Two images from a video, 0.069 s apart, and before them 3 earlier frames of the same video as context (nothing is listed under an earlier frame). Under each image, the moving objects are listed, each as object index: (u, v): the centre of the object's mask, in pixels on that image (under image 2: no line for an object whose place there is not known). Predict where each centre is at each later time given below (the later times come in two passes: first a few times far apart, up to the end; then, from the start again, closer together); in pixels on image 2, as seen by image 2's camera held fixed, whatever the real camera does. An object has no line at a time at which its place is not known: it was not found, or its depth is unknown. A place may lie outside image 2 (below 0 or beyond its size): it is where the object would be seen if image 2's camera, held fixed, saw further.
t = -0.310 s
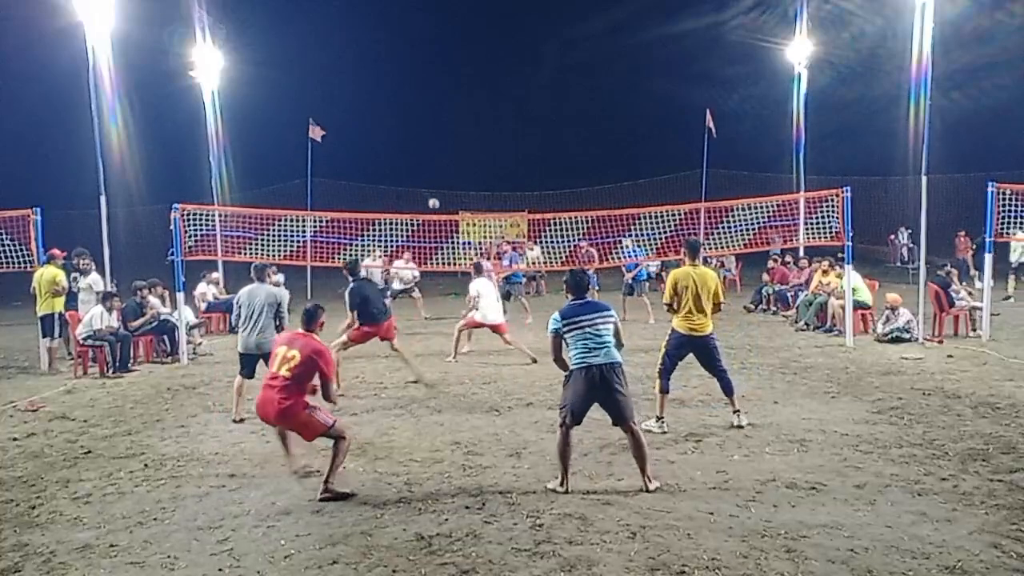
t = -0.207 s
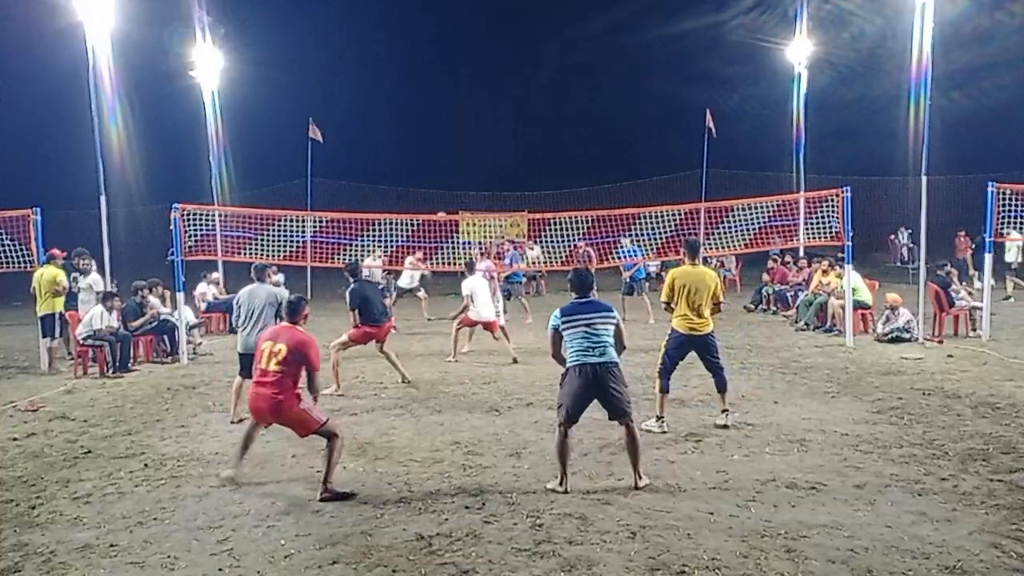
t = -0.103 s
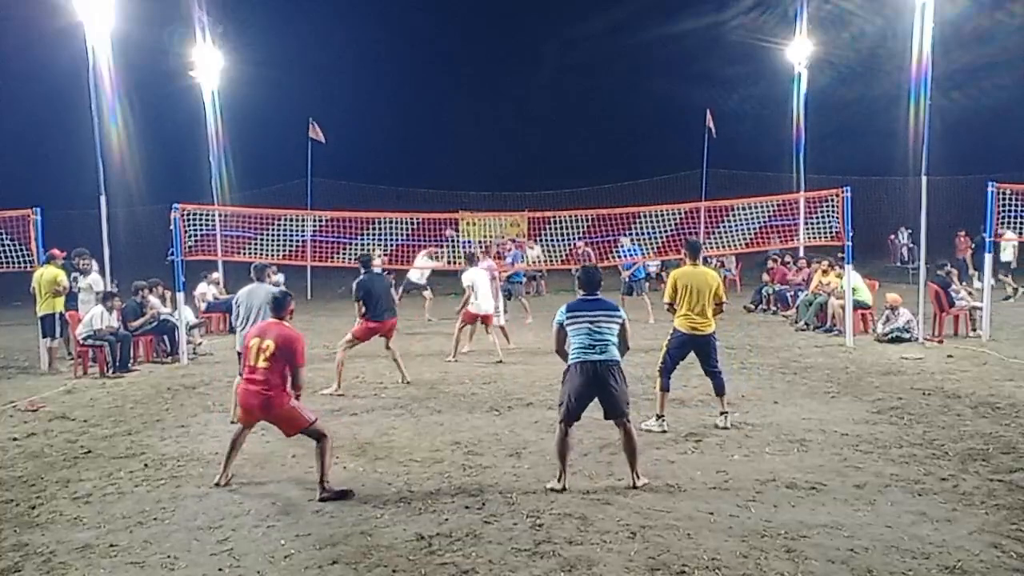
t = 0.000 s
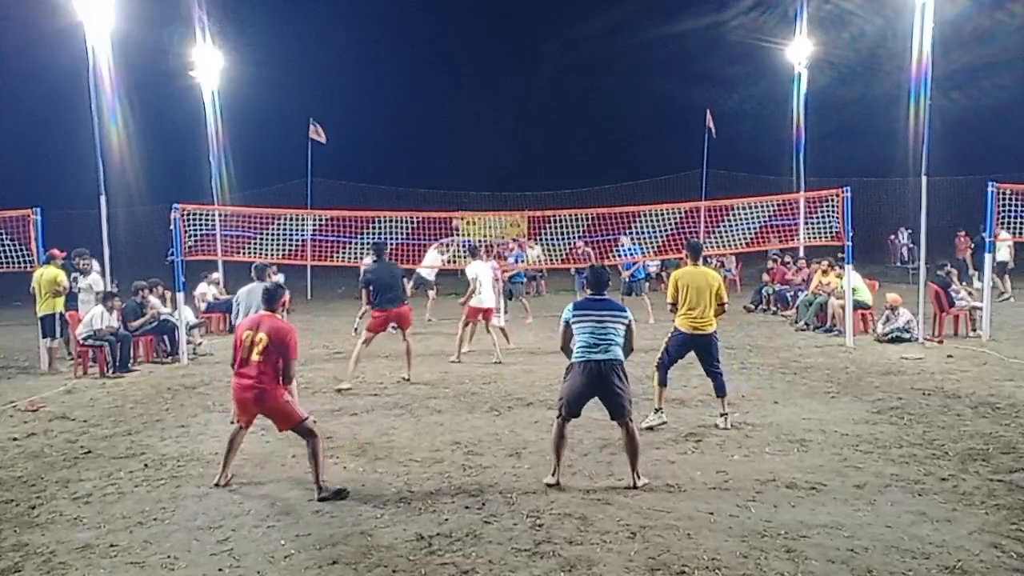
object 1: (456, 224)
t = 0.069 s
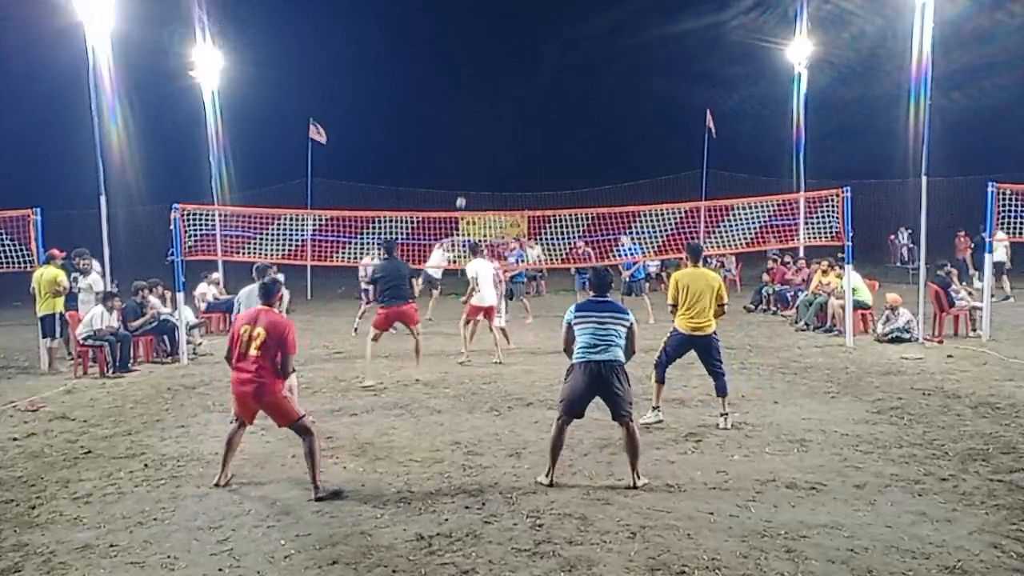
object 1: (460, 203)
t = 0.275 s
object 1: (475, 144)
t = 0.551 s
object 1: (497, 80)
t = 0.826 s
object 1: (528, 45)
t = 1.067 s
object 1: (567, 60)
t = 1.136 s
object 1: (583, 77)
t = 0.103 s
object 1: (463, 192)
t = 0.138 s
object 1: (465, 182)
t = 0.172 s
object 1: (467, 172)
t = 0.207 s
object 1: (469, 162)
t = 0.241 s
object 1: (472, 153)
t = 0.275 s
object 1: (475, 144)
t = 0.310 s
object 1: (477, 135)
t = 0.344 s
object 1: (479, 126)
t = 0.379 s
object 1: (482, 117)
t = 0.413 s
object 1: (484, 110)
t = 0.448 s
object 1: (488, 101)
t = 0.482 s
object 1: (491, 94)
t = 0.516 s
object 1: (494, 87)
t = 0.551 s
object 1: (497, 80)
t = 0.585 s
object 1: (500, 73)
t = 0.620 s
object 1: (503, 68)
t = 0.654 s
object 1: (507, 62)
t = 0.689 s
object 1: (511, 58)
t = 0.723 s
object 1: (515, 53)
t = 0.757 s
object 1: (519, 50)
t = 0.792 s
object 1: (524, 47)
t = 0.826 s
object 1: (528, 45)
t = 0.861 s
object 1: (532, 44)
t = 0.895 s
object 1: (538, 44)
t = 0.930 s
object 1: (543, 45)
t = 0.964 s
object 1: (549, 46)
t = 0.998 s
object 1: (555, 49)
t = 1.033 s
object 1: (561, 54)
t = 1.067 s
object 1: (567, 60)
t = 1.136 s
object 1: (583, 77)
